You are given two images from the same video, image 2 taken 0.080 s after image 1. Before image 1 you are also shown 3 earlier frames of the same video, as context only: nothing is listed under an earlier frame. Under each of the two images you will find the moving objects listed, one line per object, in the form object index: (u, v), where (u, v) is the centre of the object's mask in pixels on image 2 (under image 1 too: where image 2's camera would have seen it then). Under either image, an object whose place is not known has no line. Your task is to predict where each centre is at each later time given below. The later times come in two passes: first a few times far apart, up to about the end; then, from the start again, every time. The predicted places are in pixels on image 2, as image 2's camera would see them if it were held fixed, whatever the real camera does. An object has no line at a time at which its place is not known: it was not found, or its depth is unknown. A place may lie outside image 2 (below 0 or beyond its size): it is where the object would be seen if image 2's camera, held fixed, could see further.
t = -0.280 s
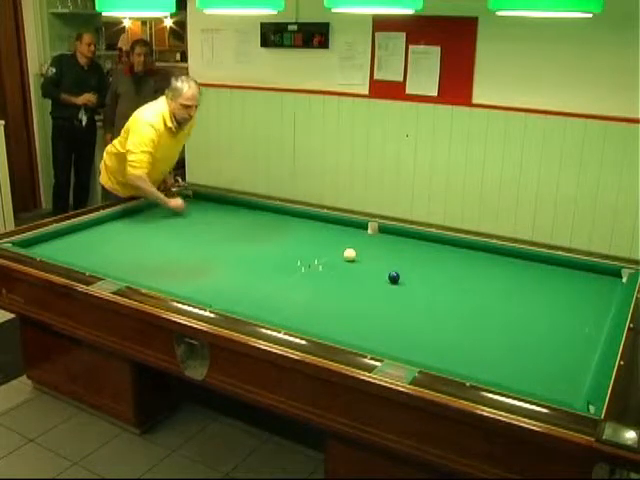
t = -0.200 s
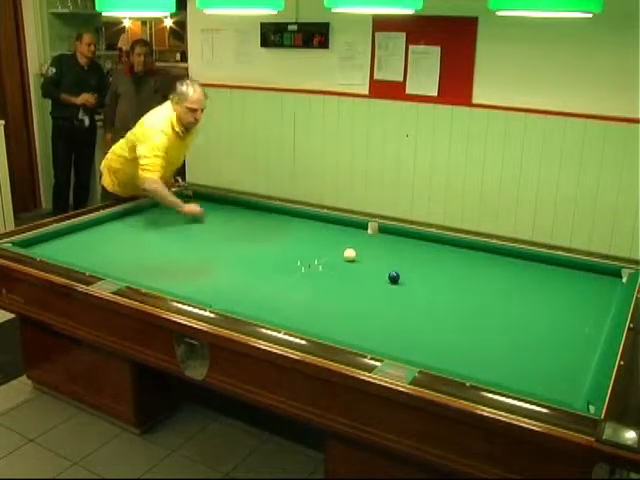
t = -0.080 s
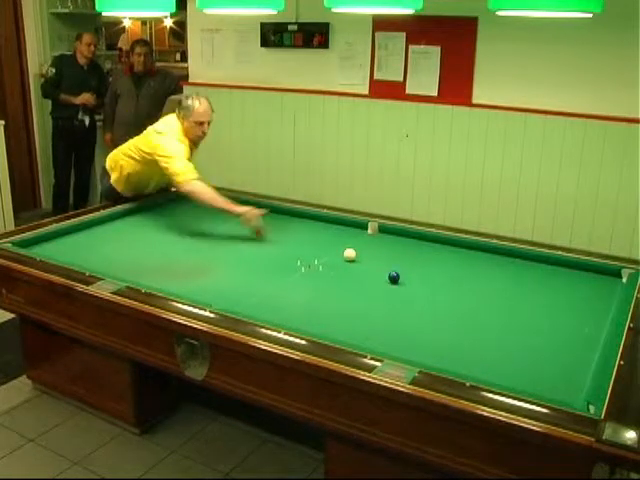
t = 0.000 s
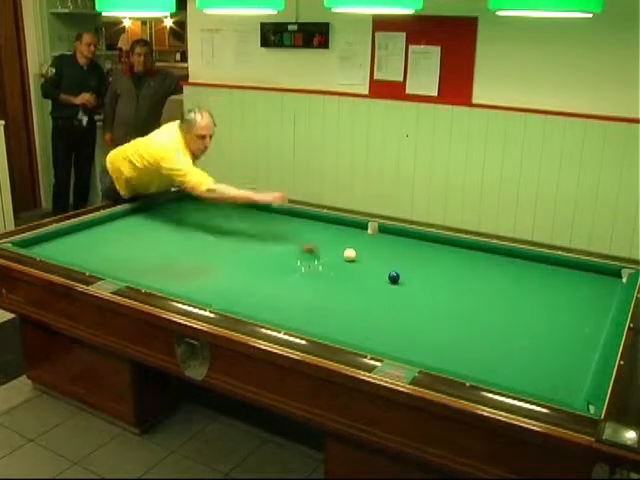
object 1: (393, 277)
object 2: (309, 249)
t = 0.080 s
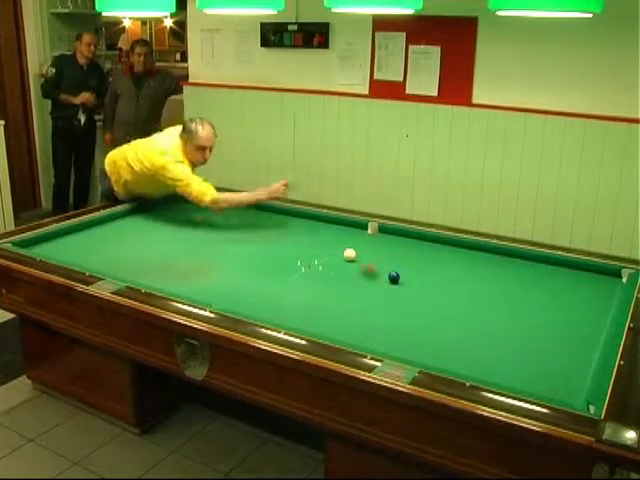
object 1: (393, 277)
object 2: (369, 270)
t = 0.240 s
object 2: (403, 313)
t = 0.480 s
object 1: (557, 274)
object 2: (468, 363)
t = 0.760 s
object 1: (449, 246)
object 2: (564, 336)
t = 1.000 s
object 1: (374, 237)
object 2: (593, 314)
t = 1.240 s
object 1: (302, 229)
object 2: (573, 288)
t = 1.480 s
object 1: (237, 221)
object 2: (557, 268)
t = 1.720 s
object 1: (178, 215)
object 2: (525, 265)
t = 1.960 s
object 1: (147, 213)
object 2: (489, 269)
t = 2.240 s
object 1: (164, 228)
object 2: (445, 272)
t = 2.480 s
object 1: (179, 242)
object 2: (406, 275)
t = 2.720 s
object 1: (196, 258)
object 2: (367, 278)
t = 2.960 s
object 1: (215, 275)
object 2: (328, 280)
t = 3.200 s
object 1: (238, 295)
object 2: (287, 282)
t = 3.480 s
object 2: (240, 286)
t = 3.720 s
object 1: (318, 328)
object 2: (200, 288)
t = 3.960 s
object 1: (369, 334)
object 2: (162, 286)
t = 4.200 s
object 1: (419, 338)
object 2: (153, 280)
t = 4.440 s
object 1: (470, 342)
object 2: (146, 274)
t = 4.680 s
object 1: (521, 346)
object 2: (139, 267)
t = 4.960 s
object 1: (578, 350)
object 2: (133, 260)
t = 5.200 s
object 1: (580, 343)
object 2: (127, 254)
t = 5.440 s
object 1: (557, 328)
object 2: (122, 248)
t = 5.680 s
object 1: (537, 315)
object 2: (119, 244)
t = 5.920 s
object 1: (518, 304)
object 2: (115, 239)
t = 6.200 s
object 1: (500, 292)
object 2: (110, 233)
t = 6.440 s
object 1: (485, 283)
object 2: (107, 230)
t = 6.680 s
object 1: (472, 274)
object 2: (103, 226)
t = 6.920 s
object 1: (460, 267)
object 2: (101, 223)
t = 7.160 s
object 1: (449, 261)
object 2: (102, 222)
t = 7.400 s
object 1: (439, 254)
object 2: (109, 221)
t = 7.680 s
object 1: (428, 247)
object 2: (116, 221)
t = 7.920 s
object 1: (420, 242)
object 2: (121, 221)
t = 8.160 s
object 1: (412, 238)
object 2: (127, 221)
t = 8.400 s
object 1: (401, 236)
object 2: (132, 221)
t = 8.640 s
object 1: (390, 235)
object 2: (136, 221)
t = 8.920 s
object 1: (380, 236)
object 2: (140, 221)
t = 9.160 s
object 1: (370, 235)
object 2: (143, 221)
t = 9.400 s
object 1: (362, 235)
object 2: (145, 221)
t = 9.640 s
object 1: (353, 235)
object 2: (147, 221)
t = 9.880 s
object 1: (345, 235)
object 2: (148, 220)
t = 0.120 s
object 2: (384, 279)
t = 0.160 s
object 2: (390, 290)
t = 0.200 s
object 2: (396, 301)
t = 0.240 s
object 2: (403, 313)
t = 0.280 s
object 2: (410, 325)
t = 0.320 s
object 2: (419, 338)
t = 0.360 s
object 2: (427, 351)
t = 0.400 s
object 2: (437, 361)
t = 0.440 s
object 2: (452, 365)
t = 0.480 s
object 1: (557, 274)
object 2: (468, 363)
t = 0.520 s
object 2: (484, 359)
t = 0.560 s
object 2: (499, 354)
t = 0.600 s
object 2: (513, 350)
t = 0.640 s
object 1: (488, 251)
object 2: (527, 346)
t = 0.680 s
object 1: (476, 250)
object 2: (540, 343)
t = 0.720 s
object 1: (462, 248)
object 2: (552, 339)
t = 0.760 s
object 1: (449, 246)
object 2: (564, 336)
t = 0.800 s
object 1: (436, 245)
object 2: (575, 334)
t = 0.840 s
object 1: (424, 244)
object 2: (586, 331)
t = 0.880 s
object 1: (410, 243)
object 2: (597, 328)
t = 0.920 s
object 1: (398, 242)
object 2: (602, 326)
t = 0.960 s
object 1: (386, 240)
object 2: (598, 320)
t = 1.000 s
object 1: (374, 237)
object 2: (593, 314)
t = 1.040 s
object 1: (362, 236)
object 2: (589, 309)
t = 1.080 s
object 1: (349, 235)
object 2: (586, 305)
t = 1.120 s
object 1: (336, 233)
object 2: (583, 301)
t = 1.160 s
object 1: (325, 231)
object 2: (579, 296)
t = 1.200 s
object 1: (314, 230)
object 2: (576, 292)
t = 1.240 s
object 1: (302, 229)
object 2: (573, 288)
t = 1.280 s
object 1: (292, 228)
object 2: (570, 285)
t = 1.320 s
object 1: (280, 227)
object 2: (568, 281)
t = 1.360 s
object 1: (270, 226)
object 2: (566, 278)
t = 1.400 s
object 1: (259, 225)
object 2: (563, 274)
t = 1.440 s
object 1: (247, 223)
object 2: (560, 271)
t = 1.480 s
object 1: (237, 221)
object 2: (557, 268)
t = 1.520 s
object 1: (228, 219)
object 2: (555, 264)
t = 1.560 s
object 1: (217, 219)
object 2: (551, 264)
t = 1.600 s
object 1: (207, 217)
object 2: (544, 264)
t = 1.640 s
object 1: (197, 216)
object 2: (537, 264)
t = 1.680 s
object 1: (186, 215)
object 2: (531, 264)
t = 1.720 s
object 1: (178, 215)
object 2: (525, 265)
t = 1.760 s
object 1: (168, 214)
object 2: (519, 267)
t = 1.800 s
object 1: (159, 212)
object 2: (513, 267)
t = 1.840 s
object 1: (149, 210)
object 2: (507, 267)
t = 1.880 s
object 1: (141, 211)
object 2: (502, 267)
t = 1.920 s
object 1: (142, 211)
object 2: (496, 268)
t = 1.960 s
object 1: (147, 213)
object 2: (489, 269)
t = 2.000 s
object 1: (150, 215)
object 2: (484, 268)
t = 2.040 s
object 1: (152, 218)
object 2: (477, 269)
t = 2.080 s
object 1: (155, 219)
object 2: (471, 270)
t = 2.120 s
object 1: (156, 221)
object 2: (464, 271)
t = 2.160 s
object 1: (159, 224)
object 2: (457, 271)
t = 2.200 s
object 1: (162, 227)
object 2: (452, 272)
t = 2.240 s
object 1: (164, 228)
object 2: (445, 272)
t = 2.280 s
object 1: (166, 230)
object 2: (439, 272)
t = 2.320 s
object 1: (169, 233)
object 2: (432, 272)
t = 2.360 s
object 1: (171, 235)
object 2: (426, 273)
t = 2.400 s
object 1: (174, 237)
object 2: (419, 274)
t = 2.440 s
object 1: (176, 239)
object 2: (413, 274)
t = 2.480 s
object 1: (179, 242)
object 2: (406, 275)
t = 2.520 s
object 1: (182, 244)
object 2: (400, 275)
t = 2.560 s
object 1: (185, 247)
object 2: (394, 276)
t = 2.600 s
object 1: (187, 249)
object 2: (387, 276)
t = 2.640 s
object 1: (190, 252)
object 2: (381, 277)
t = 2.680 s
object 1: (193, 255)
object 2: (374, 278)
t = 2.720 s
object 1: (196, 258)
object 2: (367, 278)
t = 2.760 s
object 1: (199, 261)
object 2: (361, 278)
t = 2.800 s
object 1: (202, 263)
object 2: (354, 278)
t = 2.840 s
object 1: (205, 266)
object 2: (348, 279)
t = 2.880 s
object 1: (209, 269)
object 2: (341, 279)
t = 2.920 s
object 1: (212, 272)
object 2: (334, 280)
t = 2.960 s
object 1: (215, 275)
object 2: (328, 280)
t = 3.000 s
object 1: (219, 279)
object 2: (321, 280)
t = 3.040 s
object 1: (223, 281)
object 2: (314, 281)
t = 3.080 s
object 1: (226, 285)
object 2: (308, 281)
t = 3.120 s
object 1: (230, 288)
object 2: (301, 282)
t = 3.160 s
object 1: (233, 291)
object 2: (294, 282)
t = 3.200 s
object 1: (238, 295)
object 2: (287, 282)
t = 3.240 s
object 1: (242, 299)
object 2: (280, 283)
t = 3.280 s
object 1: (246, 302)
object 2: (274, 283)
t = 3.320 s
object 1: (250, 306)
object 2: (267, 284)
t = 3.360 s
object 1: (254, 309)
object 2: (260, 284)
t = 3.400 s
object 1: (259, 312)
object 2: (254, 285)
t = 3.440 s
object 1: (264, 315)
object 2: (247, 285)
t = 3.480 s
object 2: (240, 286)
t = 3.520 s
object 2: (233, 286)
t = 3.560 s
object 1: (285, 322)
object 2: (226, 286)
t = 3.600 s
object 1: (294, 324)
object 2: (220, 287)
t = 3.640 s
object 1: (301, 325)
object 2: (213, 287)
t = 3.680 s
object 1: (310, 326)
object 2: (206, 288)
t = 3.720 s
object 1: (318, 328)
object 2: (200, 288)
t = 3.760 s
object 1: (327, 329)
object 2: (192, 288)
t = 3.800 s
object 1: (335, 330)
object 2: (185, 288)
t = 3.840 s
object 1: (343, 331)
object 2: (179, 288)
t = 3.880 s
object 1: (352, 332)
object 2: (173, 287)
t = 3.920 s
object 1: (360, 333)
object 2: (166, 287)
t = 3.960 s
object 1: (369, 334)
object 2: (162, 286)
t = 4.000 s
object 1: (376, 335)
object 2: (158, 285)
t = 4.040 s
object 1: (385, 335)
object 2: (158, 284)
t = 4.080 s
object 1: (394, 336)
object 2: (156, 283)
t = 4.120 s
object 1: (402, 336)
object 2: (155, 282)
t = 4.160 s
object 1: (411, 337)
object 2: (154, 281)
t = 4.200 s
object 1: (419, 338)
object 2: (153, 280)
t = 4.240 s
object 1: (428, 338)
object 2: (152, 280)
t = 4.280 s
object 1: (436, 339)
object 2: (150, 279)
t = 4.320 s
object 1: (445, 340)
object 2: (149, 278)
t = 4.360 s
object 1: (453, 341)
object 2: (148, 277)
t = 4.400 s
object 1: (462, 341)
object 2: (147, 275)
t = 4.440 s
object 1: (470, 342)
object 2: (146, 274)
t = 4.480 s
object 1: (478, 343)
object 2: (144, 273)
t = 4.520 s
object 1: (487, 344)
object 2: (143, 272)
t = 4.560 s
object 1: (495, 344)
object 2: (143, 271)
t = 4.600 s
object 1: (503, 345)
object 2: (141, 270)
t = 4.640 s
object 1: (512, 345)
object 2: (140, 269)
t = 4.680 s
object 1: (521, 346)
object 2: (139, 267)
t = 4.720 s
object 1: (528, 347)
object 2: (138, 266)
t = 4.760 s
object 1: (536, 347)
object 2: (137, 265)
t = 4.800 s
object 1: (545, 348)
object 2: (136, 264)
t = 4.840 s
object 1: (553, 349)
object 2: (135, 263)
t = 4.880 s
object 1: (562, 349)
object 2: (134, 262)
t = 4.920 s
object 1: (569, 350)
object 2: (134, 261)
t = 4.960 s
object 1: (578, 350)
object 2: (133, 260)
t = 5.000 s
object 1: (586, 351)
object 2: (132, 259)
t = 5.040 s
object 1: (594, 351)
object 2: (131, 258)
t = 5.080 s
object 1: (592, 350)
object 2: (130, 258)
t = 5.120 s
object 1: (588, 347)
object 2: (130, 256)
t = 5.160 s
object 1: (584, 344)
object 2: (128, 255)
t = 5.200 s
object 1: (580, 343)
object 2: (127, 254)
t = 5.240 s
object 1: (576, 340)
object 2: (127, 254)
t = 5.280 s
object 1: (572, 337)
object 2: (126, 252)
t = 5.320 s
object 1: (568, 336)
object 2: (126, 252)
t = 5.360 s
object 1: (565, 333)
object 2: (125, 250)
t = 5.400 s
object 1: (561, 330)
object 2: (123, 249)
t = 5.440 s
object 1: (557, 328)
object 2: (122, 248)
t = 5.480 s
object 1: (554, 327)
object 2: (122, 248)
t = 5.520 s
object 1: (550, 323)
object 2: (122, 247)
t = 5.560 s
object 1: (546, 321)
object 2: (121, 246)
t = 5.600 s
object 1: (543, 320)
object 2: (120, 245)
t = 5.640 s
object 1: (540, 317)
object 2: (119, 244)
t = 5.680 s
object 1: (537, 315)
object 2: (119, 244)
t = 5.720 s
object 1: (534, 314)
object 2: (118, 242)
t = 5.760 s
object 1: (530, 311)
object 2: (117, 242)
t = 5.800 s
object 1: (527, 309)
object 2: (117, 241)
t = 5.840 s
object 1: (525, 308)
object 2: (116, 240)
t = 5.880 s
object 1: (522, 305)
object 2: (116, 240)
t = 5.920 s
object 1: (518, 304)
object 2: (115, 239)
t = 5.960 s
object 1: (516, 302)
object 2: (114, 239)
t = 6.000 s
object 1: (513, 300)
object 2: (113, 238)
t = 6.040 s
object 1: (510, 299)
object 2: (112, 237)
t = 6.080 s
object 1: (507, 297)
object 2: (112, 236)
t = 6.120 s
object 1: (505, 295)
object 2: (112, 235)
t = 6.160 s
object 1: (502, 294)
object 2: (111, 235)
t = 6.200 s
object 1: (500, 292)
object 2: (110, 233)
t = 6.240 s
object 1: (497, 291)
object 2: (110, 233)
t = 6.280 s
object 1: (495, 289)
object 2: (109, 233)
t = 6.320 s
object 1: (492, 288)
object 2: (109, 232)
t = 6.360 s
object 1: (490, 287)
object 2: (109, 232)
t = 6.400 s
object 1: (487, 285)
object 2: (108, 231)
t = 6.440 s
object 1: (485, 283)
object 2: (107, 230)
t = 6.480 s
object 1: (483, 282)
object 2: (107, 230)
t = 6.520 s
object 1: (481, 281)
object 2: (106, 229)
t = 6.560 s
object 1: (478, 279)
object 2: (106, 229)
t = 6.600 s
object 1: (476, 278)
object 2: (105, 228)
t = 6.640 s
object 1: (474, 276)
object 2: (104, 227)
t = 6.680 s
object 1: (472, 274)
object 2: (103, 226)
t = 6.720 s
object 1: (470, 273)
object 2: (103, 226)
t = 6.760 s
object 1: (468, 272)
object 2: (103, 225)
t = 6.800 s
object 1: (465, 270)
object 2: (102, 224)
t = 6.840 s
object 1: (464, 270)
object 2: (102, 224)
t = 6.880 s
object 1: (462, 268)
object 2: (101, 223)
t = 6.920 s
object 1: (460, 267)
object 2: (101, 223)
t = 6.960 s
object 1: (458, 266)
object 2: (100, 223)
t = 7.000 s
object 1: (456, 265)
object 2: (101, 223)
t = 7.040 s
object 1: (454, 264)
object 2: (101, 223)
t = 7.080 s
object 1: (452, 262)
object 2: (101, 222)
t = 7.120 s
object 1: (451, 261)
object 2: (102, 221)
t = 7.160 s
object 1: (449, 261)
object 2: (102, 222)
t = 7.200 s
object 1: (447, 260)
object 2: (104, 221)
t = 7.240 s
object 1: (445, 260)
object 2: (104, 221)
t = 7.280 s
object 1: (443, 258)
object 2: (105, 221)
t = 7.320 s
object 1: (442, 257)
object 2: (106, 221)
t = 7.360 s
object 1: (441, 256)
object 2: (106, 221)
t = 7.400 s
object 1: (439, 254)
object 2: (109, 221)
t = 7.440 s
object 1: (437, 253)
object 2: (109, 221)
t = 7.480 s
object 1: (436, 252)
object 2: (110, 221)
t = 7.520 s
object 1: (435, 251)
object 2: (110, 221)
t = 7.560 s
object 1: (433, 251)
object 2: (113, 221)
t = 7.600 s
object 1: (430, 249)
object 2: (115, 221)
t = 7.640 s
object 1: (429, 248)
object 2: (115, 221)
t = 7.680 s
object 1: (428, 247)
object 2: (116, 221)
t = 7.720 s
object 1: (426, 246)
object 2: (117, 221)
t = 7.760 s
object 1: (425, 246)
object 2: (118, 221)
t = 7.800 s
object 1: (423, 245)
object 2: (119, 221)
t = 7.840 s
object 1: (422, 244)
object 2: (120, 221)
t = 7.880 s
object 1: (421, 243)
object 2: (121, 221)
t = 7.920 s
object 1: (420, 242)
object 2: (121, 221)
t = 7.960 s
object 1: (419, 242)
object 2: (122, 221)
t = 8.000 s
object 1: (417, 241)
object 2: (124, 221)
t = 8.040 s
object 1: (415, 239)
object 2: (124, 221)
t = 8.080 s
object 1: (415, 239)
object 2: (125, 221)
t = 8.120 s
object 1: (413, 238)
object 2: (126, 221)
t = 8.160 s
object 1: (412, 238)
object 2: (127, 221)
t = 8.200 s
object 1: (409, 236)
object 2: (128, 221)
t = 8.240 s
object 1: (407, 236)
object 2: (129, 221)
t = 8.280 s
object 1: (406, 236)
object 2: (130, 221)
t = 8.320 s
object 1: (404, 236)
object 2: (131, 221)
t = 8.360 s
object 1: (403, 236)
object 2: (131, 221)
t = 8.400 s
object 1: (401, 236)
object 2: (132, 221)
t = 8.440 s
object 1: (398, 236)
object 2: (133, 221)
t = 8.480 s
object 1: (397, 236)
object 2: (133, 221)
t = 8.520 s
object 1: (396, 236)
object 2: (134, 221)
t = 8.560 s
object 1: (393, 236)
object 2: (134, 221)
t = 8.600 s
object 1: (392, 235)
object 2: (136, 221)
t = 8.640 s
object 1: (390, 235)
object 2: (136, 221)
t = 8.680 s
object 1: (389, 236)
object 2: (137, 221)
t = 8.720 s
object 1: (388, 236)
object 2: (137, 221)
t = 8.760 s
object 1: (385, 236)
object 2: (138, 221)
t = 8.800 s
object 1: (384, 236)
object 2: (138, 221)
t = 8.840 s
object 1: (383, 236)
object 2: (139, 221)
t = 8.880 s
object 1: (381, 235)
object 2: (139, 221)
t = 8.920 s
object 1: (380, 236)
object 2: (140, 221)
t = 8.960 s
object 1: (378, 236)
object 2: (140, 221)
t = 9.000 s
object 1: (375, 235)
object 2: (141, 221)
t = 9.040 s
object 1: (374, 235)
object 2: (141, 221)
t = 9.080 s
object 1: (374, 235)
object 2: (142, 220)
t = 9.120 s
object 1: (371, 235)
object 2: (142, 220)
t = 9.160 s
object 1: (370, 235)
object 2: (143, 221)
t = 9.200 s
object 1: (369, 235)
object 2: (143, 221)
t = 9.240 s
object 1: (367, 235)
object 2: (143, 221)
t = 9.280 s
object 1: (366, 235)
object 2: (144, 221)
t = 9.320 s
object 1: (364, 235)
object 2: (144, 221)
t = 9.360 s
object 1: (362, 235)
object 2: (144, 220)
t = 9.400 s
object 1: (362, 235)
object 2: (145, 221)
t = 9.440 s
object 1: (360, 235)
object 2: (145, 221)
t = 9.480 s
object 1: (358, 235)
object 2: (145, 221)
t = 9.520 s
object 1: (357, 235)
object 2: (146, 221)
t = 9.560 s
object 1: (356, 235)
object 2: (147, 221)
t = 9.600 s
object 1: (356, 234)
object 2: (147, 221)
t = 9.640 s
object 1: (353, 235)
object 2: (147, 221)
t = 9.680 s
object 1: (352, 235)
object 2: (147, 221)
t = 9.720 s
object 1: (350, 235)
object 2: (147, 221)
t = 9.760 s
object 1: (349, 235)
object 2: (148, 221)
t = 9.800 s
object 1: (348, 234)
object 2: (148, 220)
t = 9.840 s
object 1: (346, 234)
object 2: (148, 220)
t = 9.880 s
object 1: (345, 235)
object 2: (148, 220)
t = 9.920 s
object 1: (344, 235)
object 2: (148, 220)
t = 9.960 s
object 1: (343, 235)
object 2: (148, 220)
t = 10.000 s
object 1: (342, 235)
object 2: (149, 220)
